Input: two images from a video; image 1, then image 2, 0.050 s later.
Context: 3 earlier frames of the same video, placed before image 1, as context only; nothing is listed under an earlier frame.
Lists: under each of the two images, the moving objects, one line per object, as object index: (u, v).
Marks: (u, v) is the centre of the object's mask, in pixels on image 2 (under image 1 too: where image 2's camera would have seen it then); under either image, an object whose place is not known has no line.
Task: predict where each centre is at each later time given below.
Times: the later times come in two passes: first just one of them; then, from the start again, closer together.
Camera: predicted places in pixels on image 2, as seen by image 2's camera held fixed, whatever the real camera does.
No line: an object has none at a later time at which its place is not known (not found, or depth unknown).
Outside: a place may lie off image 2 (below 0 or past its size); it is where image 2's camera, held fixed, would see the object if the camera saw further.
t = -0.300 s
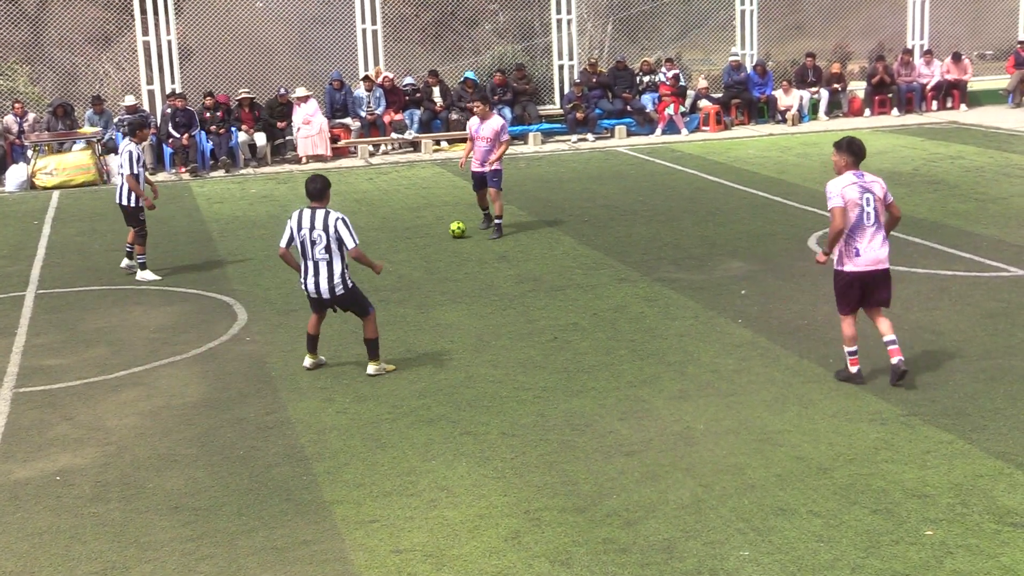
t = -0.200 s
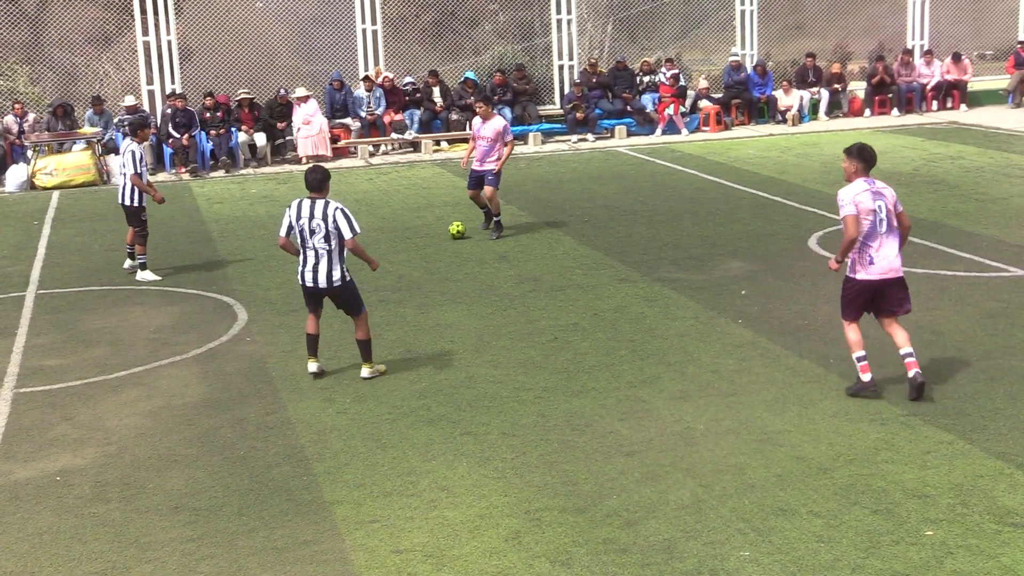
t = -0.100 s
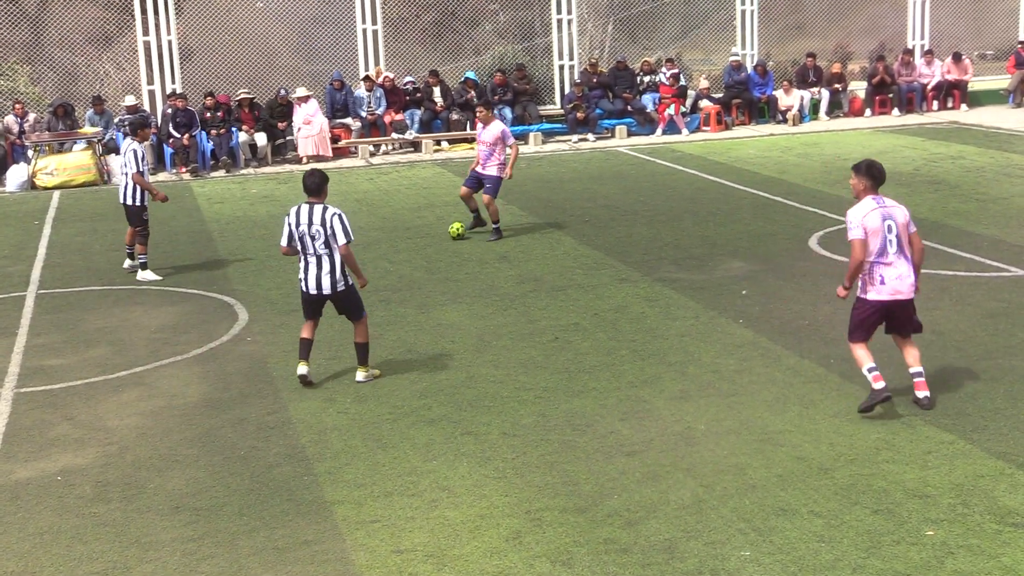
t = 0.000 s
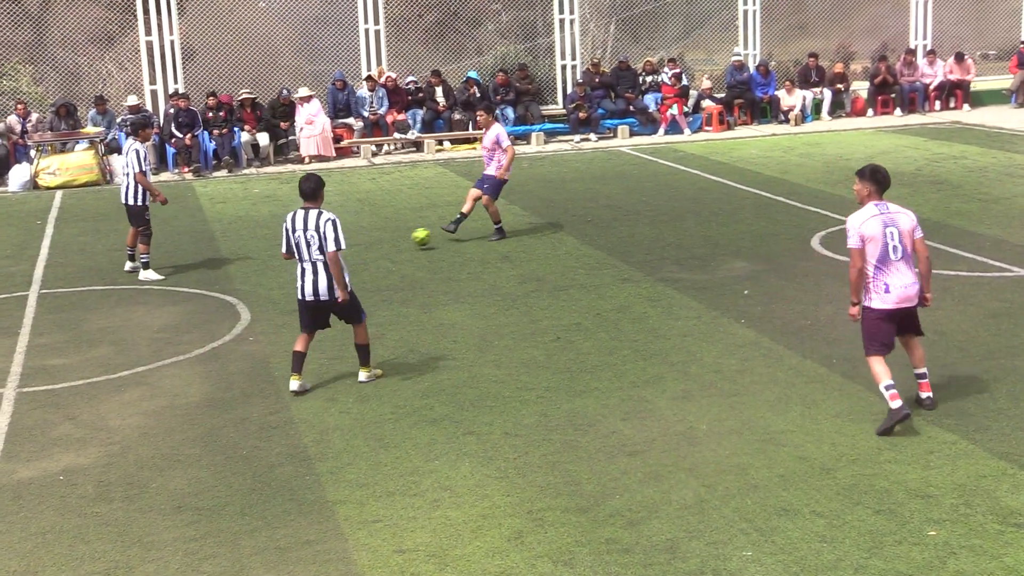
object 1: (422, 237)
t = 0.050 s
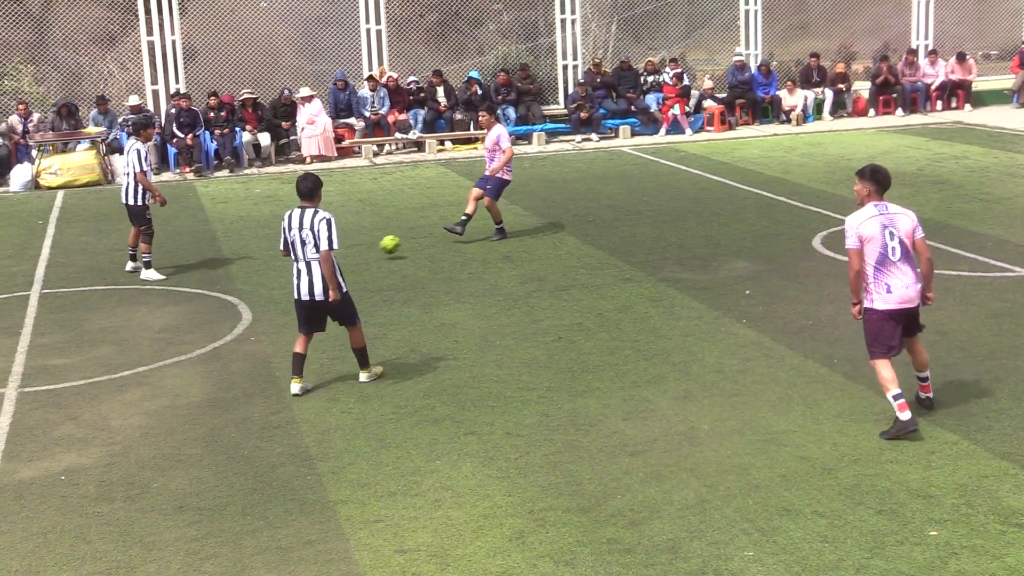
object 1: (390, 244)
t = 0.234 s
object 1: (260, 288)
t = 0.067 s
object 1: (379, 248)
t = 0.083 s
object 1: (367, 251)
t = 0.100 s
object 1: (356, 255)
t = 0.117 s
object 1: (344, 259)
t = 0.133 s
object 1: (335, 264)
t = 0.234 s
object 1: (260, 288)
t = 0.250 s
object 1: (249, 291)
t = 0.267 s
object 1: (236, 295)
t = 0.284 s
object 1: (223, 300)
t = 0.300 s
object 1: (211, 303)
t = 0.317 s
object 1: (199, 305)
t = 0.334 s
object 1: (187, 308)
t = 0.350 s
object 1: (174, 311)
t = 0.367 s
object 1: (162, 315)
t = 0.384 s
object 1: (148, 319)
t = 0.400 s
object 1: (136, 324)
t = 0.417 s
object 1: (123, 329)
